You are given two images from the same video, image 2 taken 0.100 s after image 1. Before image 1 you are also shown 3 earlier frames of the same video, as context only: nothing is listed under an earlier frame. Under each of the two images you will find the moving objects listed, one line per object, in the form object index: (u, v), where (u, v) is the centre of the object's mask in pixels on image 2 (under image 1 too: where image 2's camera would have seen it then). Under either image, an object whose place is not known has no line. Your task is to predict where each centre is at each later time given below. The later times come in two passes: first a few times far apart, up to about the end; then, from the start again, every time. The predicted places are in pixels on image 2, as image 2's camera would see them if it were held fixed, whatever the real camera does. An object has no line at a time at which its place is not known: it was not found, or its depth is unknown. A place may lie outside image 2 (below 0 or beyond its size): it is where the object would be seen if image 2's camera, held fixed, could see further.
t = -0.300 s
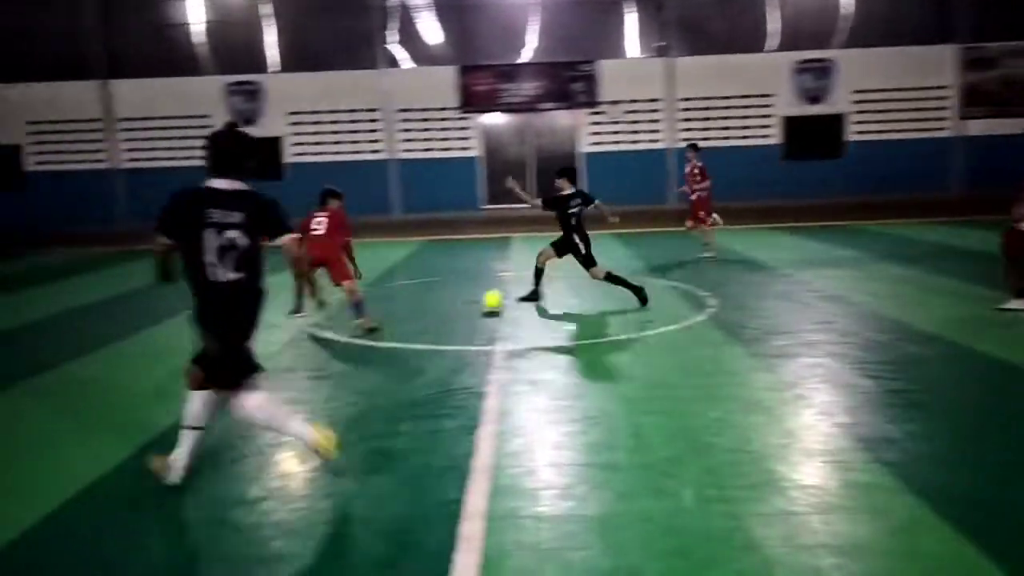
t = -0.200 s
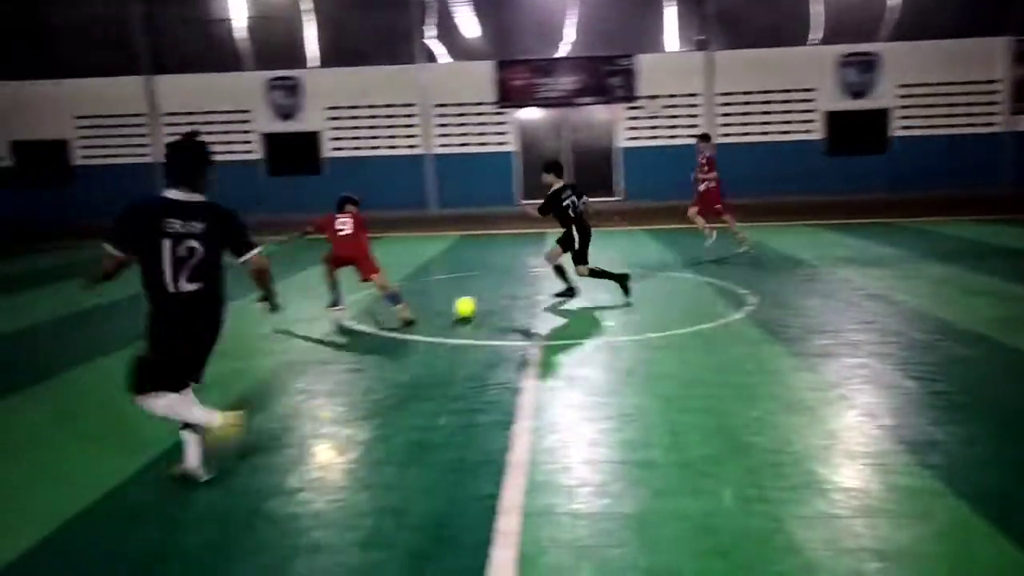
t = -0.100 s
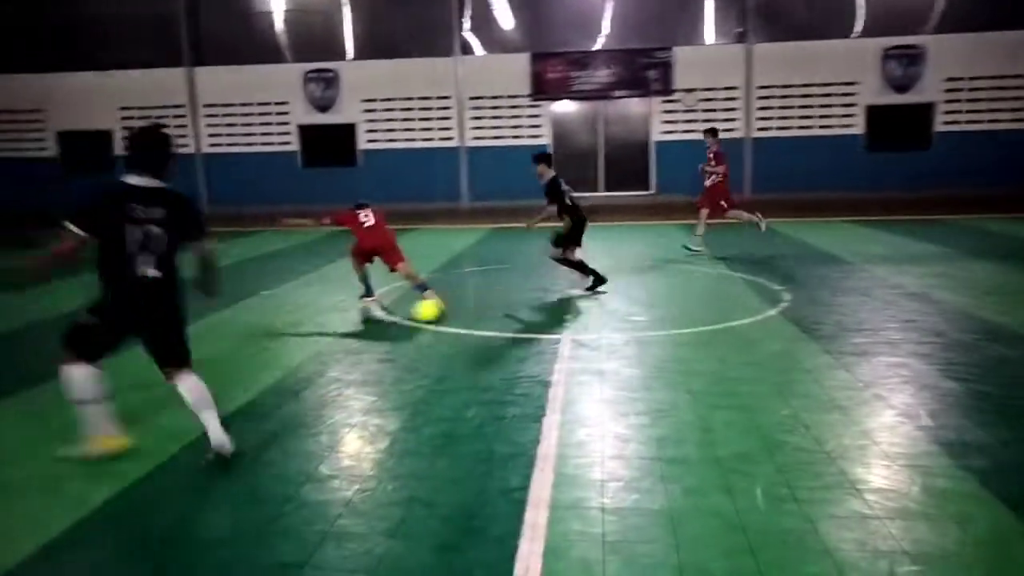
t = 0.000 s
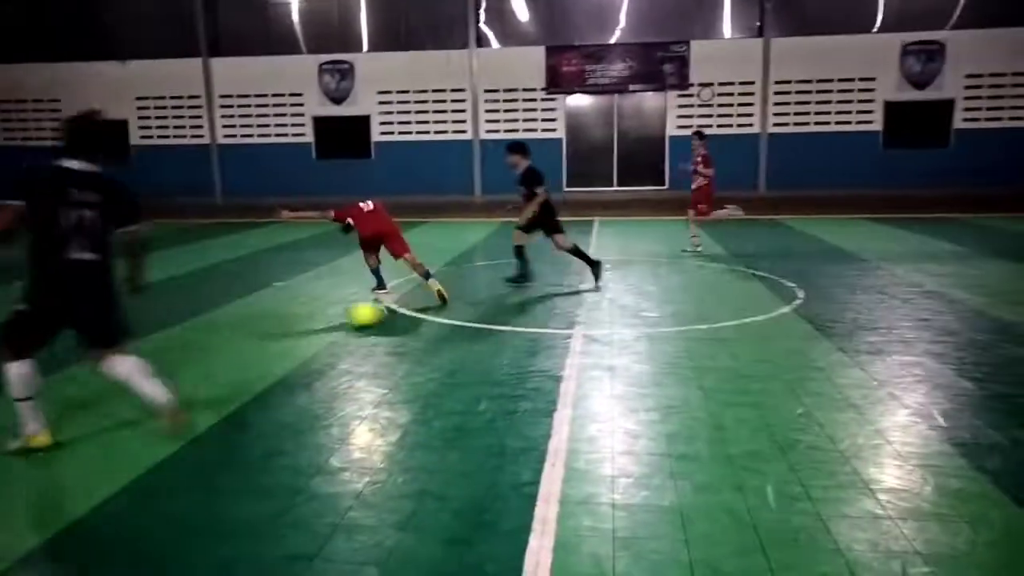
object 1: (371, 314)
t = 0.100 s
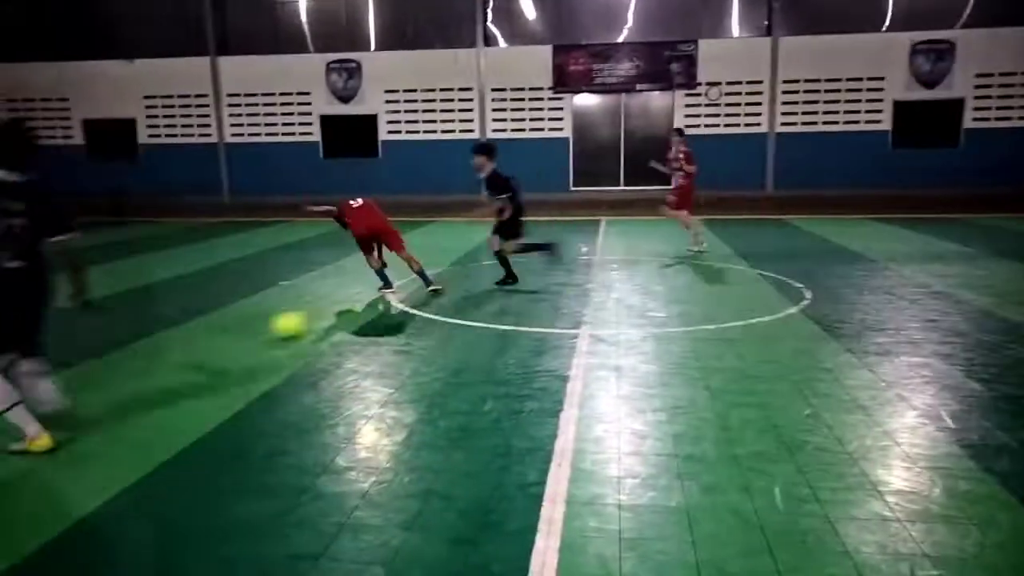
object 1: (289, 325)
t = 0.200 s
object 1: (199, 336)
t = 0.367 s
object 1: (27, 357)
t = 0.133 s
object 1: (260, 328)
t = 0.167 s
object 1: (230, 331)
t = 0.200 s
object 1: (199, 336)
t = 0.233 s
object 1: (167, 339)
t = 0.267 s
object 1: (134, 344)
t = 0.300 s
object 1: (100, 349)
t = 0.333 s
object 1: (64, 353)
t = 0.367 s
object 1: (27, 357)
